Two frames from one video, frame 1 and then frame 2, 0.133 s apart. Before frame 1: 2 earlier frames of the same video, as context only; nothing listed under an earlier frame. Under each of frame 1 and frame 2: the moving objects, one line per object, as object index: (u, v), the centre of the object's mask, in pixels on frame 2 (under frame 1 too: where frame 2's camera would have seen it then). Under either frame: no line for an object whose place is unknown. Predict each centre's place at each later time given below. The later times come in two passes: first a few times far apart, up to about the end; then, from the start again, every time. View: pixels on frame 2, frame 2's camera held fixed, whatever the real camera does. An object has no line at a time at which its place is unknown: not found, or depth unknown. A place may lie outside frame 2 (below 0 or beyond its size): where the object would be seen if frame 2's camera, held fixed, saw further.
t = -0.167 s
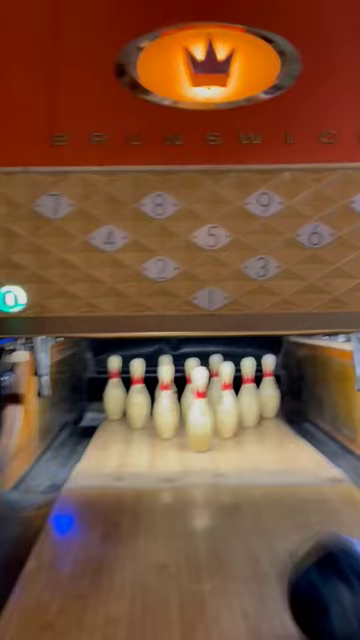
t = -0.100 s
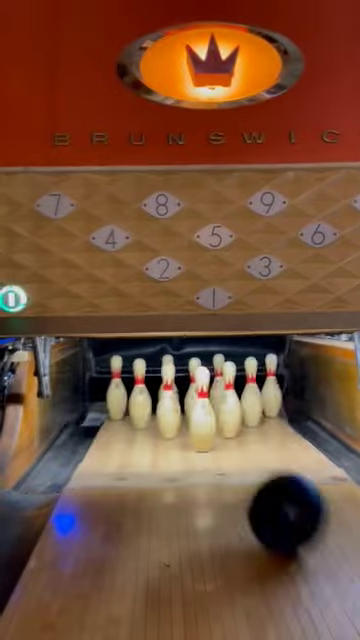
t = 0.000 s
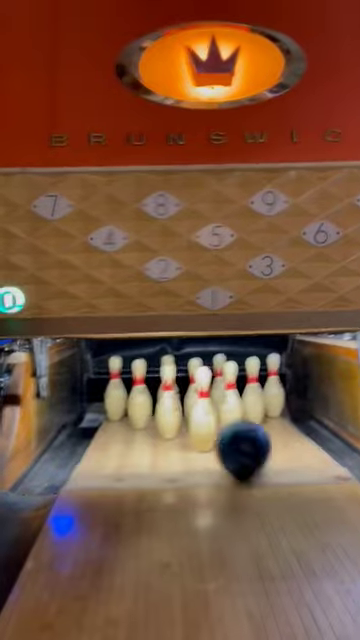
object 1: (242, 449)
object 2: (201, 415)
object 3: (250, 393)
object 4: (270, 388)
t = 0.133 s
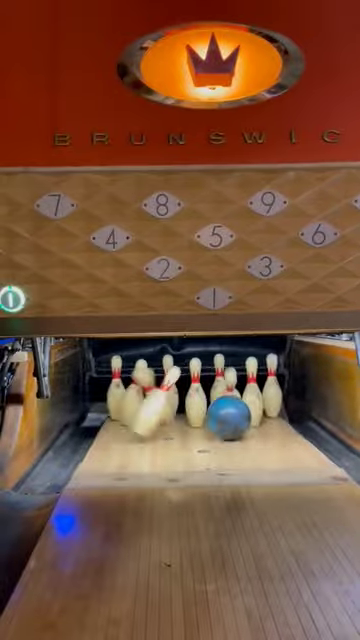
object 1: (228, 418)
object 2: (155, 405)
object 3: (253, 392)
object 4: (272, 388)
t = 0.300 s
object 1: (222, 401)
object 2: (97, 421)
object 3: (278, 396)
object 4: (308, 393)
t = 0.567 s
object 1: (211, 405)
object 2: (66, 420)
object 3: (307, 418)
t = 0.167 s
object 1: (228, 414)
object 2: (143, 406)
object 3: (253, 392)
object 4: (272, 388)
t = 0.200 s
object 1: (228, 410)
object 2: (132, 408)
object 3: (253, 394)
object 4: (275, 387)
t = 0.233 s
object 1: (225, 408)
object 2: (114, 413)
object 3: (259, 394)
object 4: (286, 387)
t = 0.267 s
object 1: (224, 405)
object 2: (109, 420)
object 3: (269, 394)
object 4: (298, 388)
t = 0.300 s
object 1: (222, 401)
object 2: (97, 421)
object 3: (278, 396)
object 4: (308, 393)
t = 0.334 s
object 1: (222, 399)
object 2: (84, 425)
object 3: (286, 400)
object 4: (305, 392)
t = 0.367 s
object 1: (220, 397)
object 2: (73, 427)
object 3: (290, 406)
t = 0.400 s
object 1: (218, 395)
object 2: (69, 420)
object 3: (293, 409)
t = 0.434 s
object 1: (218, 395)
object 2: (67, 416)
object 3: (297, 413)
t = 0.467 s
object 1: (216, 398)
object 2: (63, 414)
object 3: (307, 419)
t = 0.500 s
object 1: (214, 398)
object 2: (60, 414)
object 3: (303, 416)
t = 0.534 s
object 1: (213, 403)
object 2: (62, 417)
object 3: (305, 417)
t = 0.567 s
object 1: (211, 405)
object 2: (66, 420)
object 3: (307, 418)
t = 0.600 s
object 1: (209, 405)
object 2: (70, 426)
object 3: (310, 419)
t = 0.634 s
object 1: (206, 405)
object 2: (74, 433)
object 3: (311, 422)
